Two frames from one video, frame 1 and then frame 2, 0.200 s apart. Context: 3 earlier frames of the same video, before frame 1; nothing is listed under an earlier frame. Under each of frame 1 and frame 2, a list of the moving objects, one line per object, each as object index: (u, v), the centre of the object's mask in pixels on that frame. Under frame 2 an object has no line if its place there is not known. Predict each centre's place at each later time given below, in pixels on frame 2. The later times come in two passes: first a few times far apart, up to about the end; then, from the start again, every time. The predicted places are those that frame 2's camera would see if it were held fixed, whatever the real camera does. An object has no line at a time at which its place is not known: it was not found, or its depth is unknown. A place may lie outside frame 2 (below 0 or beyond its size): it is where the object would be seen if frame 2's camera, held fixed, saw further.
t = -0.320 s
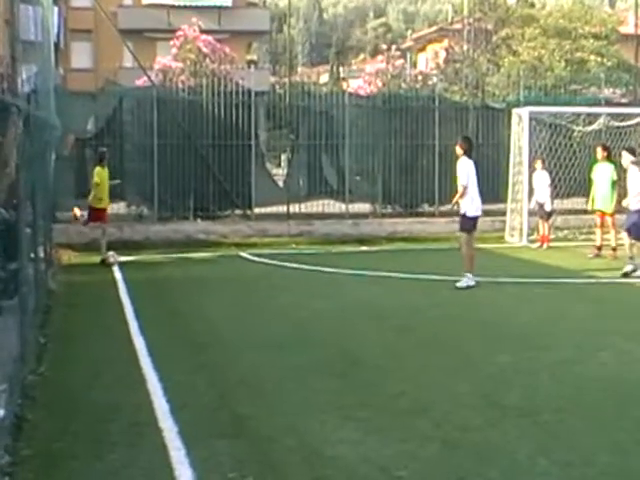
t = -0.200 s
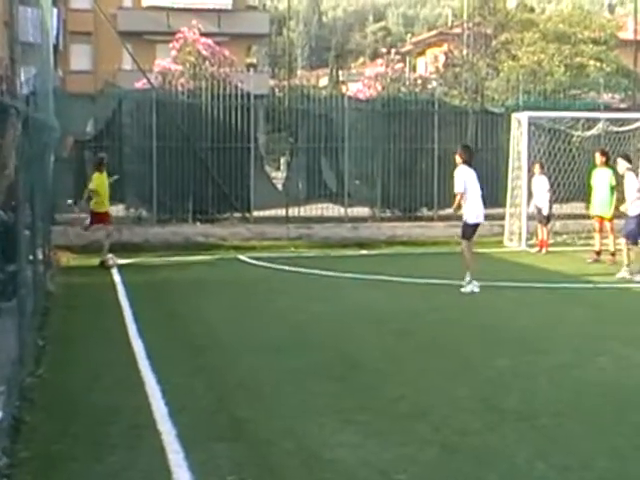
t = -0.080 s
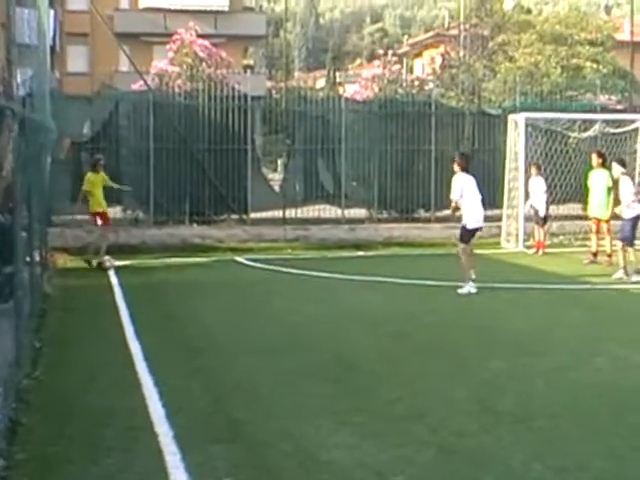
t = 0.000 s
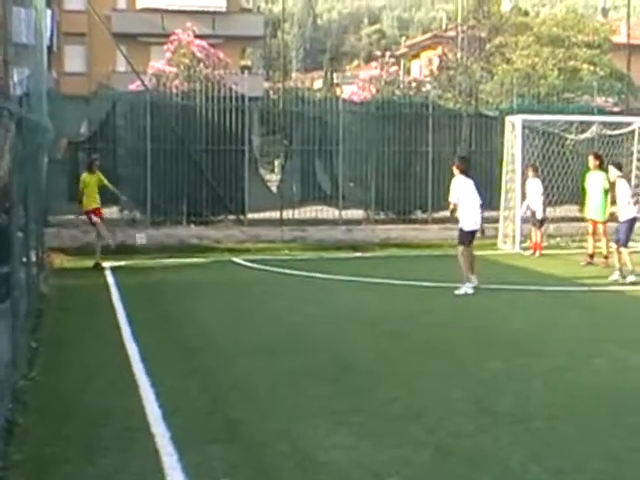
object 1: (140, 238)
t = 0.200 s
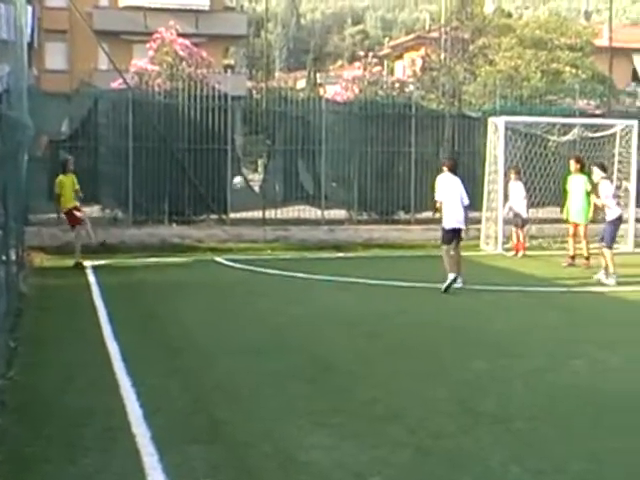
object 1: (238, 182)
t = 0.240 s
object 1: (259, 173)
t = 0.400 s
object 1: (345, 151)
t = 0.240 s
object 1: (259, 173)
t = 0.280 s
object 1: (281, 166)
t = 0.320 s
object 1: (303, 161)
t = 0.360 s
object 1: (324, 155)
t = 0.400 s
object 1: (345, 151)
